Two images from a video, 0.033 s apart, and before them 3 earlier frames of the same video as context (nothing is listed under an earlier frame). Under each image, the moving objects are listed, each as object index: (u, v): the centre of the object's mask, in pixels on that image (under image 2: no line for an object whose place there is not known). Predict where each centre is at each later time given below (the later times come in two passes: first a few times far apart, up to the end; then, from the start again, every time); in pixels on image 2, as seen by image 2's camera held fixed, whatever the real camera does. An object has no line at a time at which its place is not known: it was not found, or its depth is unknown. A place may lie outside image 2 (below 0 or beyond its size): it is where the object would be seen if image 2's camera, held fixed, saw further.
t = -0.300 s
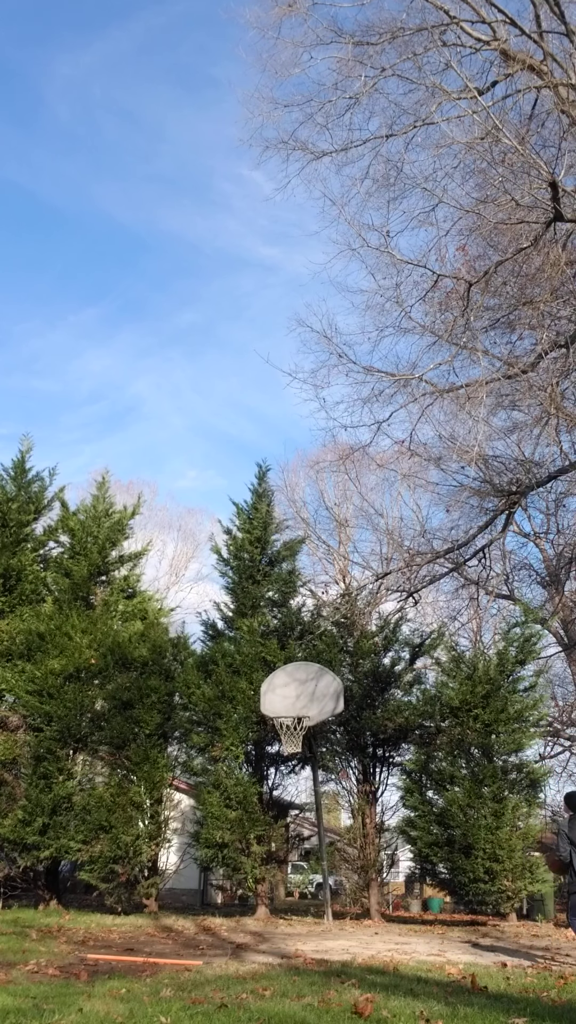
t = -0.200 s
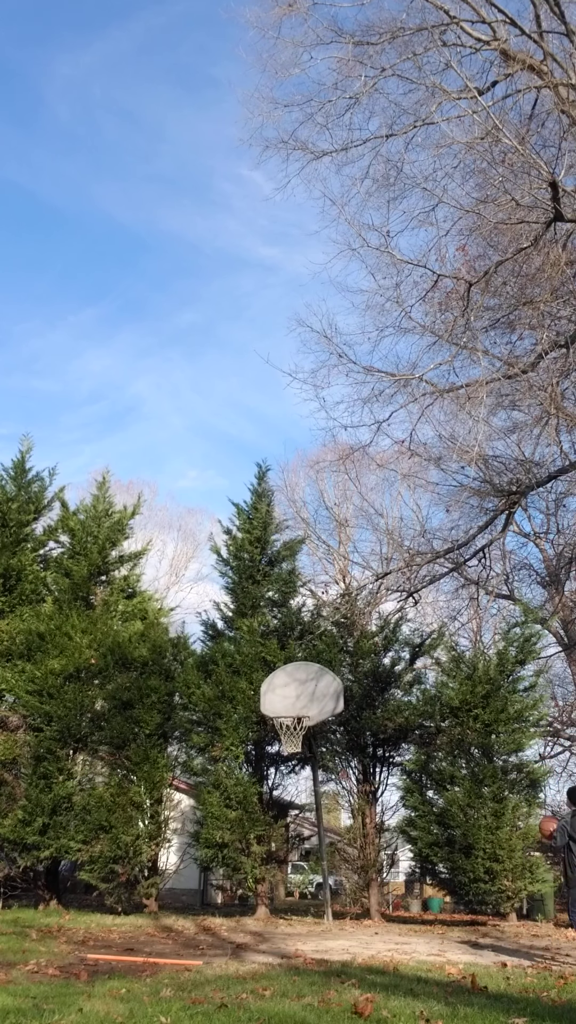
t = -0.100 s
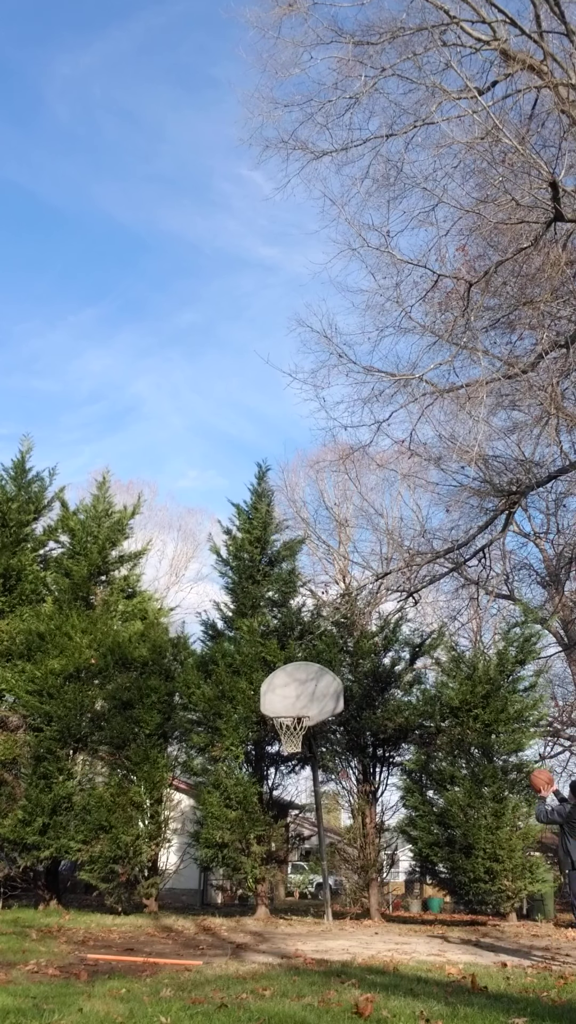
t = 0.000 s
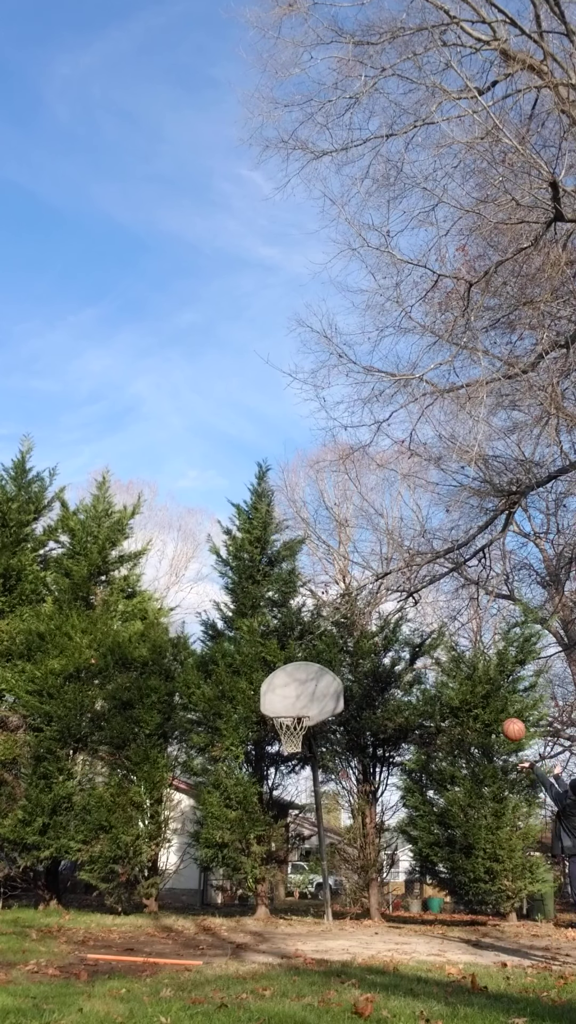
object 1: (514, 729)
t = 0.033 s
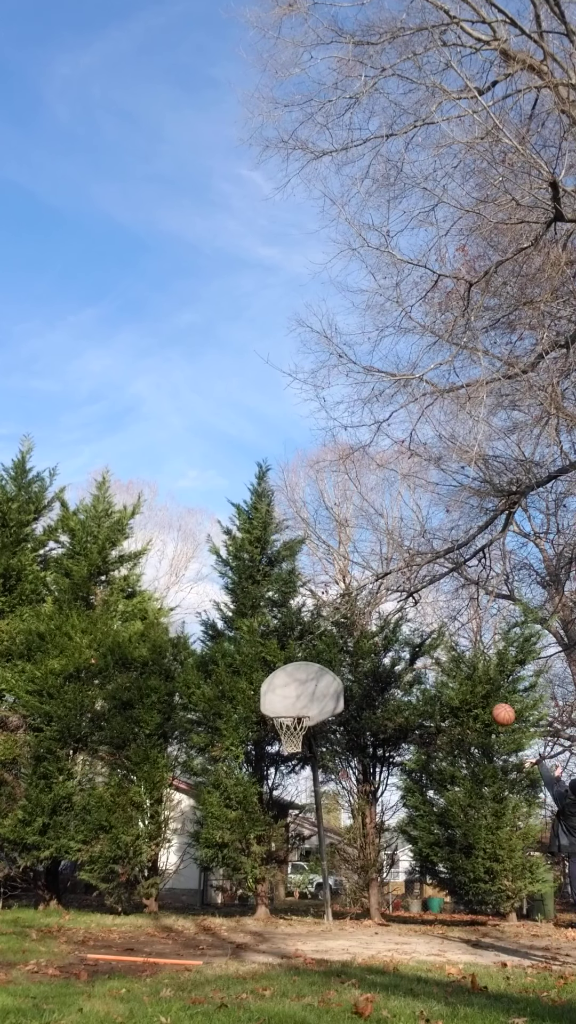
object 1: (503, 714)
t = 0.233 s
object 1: (449, 654)
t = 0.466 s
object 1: (396, 632)
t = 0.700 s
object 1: (350, 652)
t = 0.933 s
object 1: (308, 709)
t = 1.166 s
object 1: (305, 695)
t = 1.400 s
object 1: (300, 720)
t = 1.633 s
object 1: (293, 795)
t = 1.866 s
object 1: (283, 934)
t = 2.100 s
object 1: (284, 843)
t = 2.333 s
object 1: (285, 792)
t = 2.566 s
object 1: (285, 791)
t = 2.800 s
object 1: (282, 842)
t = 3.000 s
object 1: (278, 930)
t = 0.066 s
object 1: (493, 701)
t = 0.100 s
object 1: (484, 689)
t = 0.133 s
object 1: (475, 678)
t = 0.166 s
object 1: (466, 669)
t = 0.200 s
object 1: (457, 661)
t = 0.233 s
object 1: (449, 654)
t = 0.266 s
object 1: (440, 647)
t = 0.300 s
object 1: (433, 642)
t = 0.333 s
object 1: (425, 639)
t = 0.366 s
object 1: (417, 636)
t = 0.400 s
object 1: (410, 633)
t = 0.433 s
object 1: (403, 632)
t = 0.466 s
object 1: (396, 632)
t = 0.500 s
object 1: (389, 632)
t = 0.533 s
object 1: (382, 634)
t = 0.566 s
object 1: (376, 635)
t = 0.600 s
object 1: (369, 638)
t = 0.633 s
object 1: (363, 641)
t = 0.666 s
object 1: (356, 646)
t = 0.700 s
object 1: (350, 652)
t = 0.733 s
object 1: (344, 657)
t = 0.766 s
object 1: (338, 664)
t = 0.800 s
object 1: (332, 672)
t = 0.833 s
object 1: (325, 680)
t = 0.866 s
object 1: (319, 689)
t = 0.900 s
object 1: (313, 699)
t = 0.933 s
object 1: (308, 709)
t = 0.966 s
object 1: (308, 706)
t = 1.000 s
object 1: (308, 701)
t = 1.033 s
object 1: (308, 698)
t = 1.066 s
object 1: (307, 696)
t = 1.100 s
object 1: (306, 695)
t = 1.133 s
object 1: (306, 694)
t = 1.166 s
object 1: (305, 695)
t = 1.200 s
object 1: (305, 696)
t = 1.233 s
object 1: (304, 697)
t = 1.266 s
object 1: (303, 700)
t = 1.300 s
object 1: (302, 704)
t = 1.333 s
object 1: (302, 709)
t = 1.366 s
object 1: (301, 714)
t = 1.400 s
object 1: (300, 720)
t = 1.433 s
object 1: (300, 727)
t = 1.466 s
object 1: (298, 736)
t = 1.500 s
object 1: (297, 745)
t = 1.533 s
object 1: (296, 756)
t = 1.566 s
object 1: (295, 767)
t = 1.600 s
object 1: (294, 780)
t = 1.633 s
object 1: (293, 795)
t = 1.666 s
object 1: (292, 810)
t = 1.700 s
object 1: (291, 826)
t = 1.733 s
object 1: (289, 846)
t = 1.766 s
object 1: (288, 865)
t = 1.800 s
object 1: (286, 886)
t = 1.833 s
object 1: (285, 909)
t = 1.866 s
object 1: (283, 934)
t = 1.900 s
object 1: (283, 931)
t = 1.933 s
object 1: (283, 913)
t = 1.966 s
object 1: (284, 896)
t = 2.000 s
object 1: (283, 882)
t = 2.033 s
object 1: (284, 867)
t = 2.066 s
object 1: (284, 854)
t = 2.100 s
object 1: (284, 843)
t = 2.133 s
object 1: (284, 832)
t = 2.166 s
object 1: (285, 823)
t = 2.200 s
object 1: (285, 814)
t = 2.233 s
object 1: (285, 807)
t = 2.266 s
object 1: (285, 801)
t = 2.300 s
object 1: (285, 796)
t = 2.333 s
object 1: (285, 792)
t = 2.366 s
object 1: (286, 788)
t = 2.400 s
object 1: (285, 786)
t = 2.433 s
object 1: (285, 785)
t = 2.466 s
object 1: (285, 785)
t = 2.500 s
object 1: (285, 786)
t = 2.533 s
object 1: (285, 787)
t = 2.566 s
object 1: (285, 791)
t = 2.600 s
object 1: (284, 795)
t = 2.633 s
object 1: (284, 801)
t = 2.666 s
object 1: (284, 806)
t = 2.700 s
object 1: (284, 813)
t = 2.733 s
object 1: (283, 822)
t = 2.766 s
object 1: (282, 831)
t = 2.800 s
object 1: (282, 842)
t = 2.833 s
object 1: (281, 853)
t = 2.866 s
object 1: (281, 866)
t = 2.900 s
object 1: (280, 880)
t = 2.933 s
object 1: (280, 896)
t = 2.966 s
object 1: (279, 912)
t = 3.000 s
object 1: (278, 930)
